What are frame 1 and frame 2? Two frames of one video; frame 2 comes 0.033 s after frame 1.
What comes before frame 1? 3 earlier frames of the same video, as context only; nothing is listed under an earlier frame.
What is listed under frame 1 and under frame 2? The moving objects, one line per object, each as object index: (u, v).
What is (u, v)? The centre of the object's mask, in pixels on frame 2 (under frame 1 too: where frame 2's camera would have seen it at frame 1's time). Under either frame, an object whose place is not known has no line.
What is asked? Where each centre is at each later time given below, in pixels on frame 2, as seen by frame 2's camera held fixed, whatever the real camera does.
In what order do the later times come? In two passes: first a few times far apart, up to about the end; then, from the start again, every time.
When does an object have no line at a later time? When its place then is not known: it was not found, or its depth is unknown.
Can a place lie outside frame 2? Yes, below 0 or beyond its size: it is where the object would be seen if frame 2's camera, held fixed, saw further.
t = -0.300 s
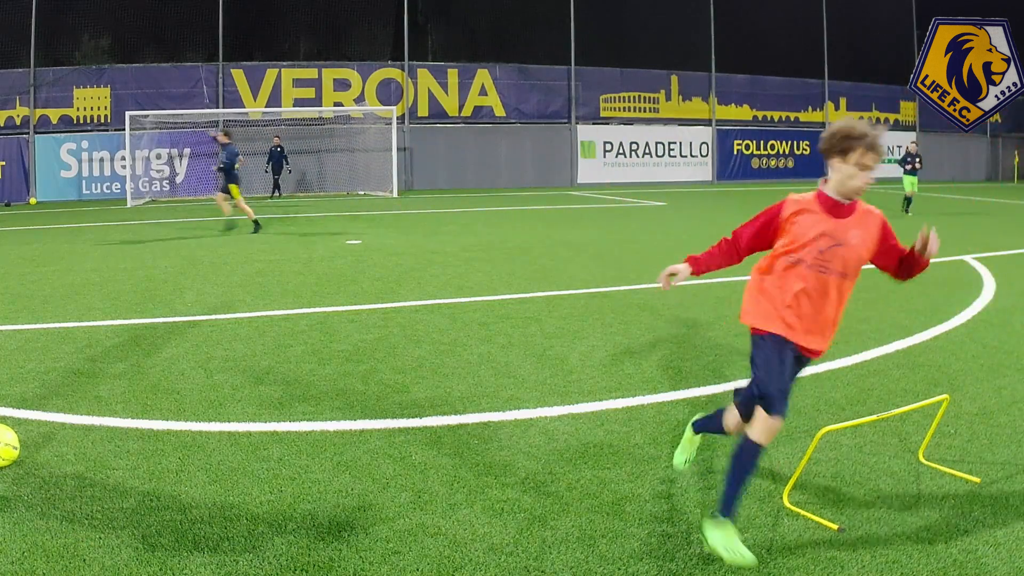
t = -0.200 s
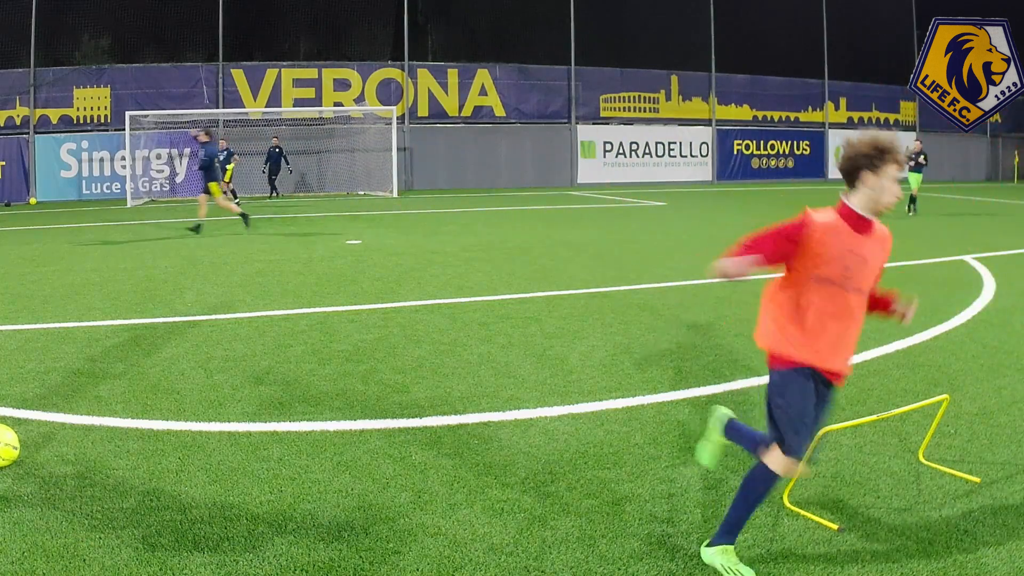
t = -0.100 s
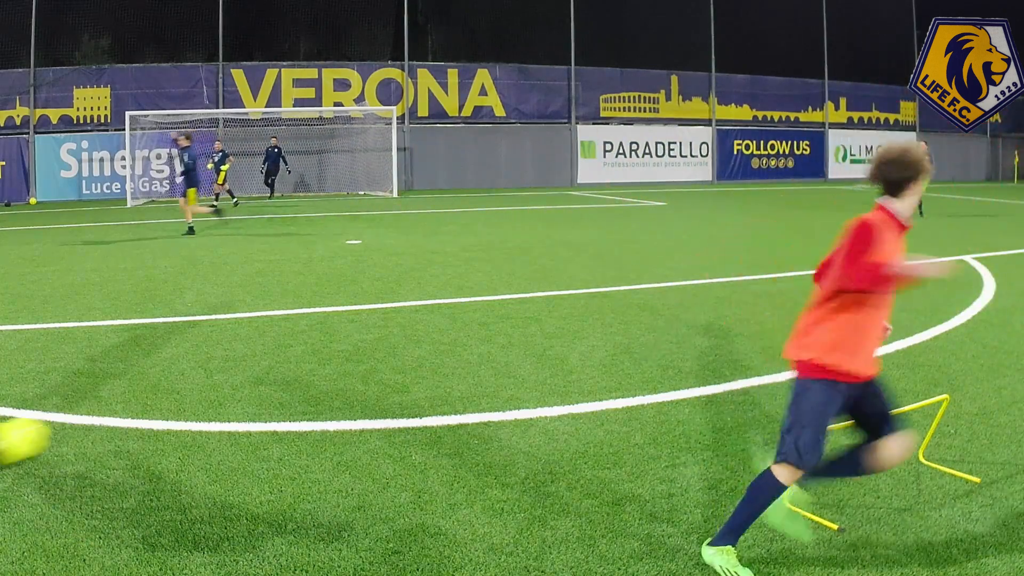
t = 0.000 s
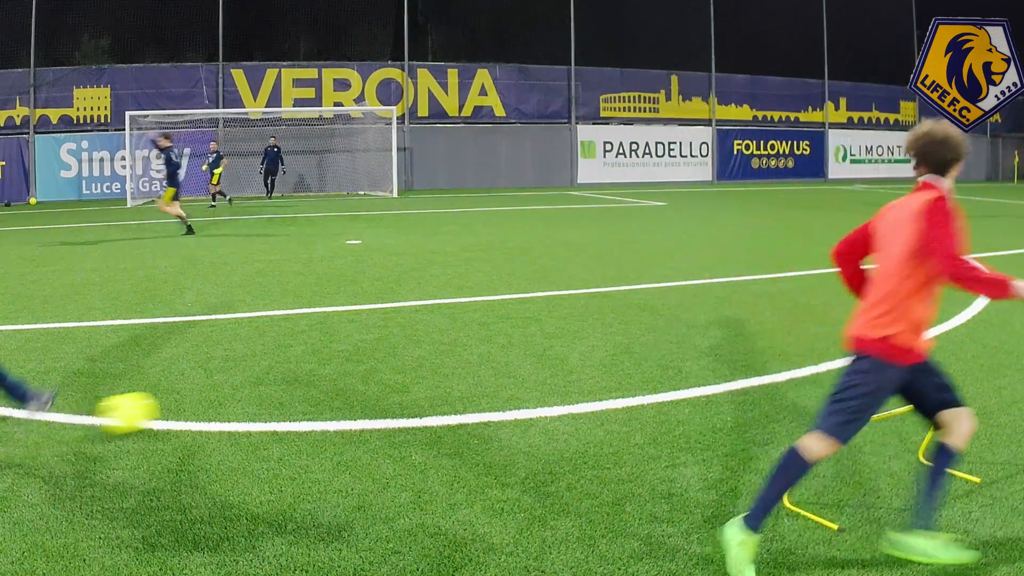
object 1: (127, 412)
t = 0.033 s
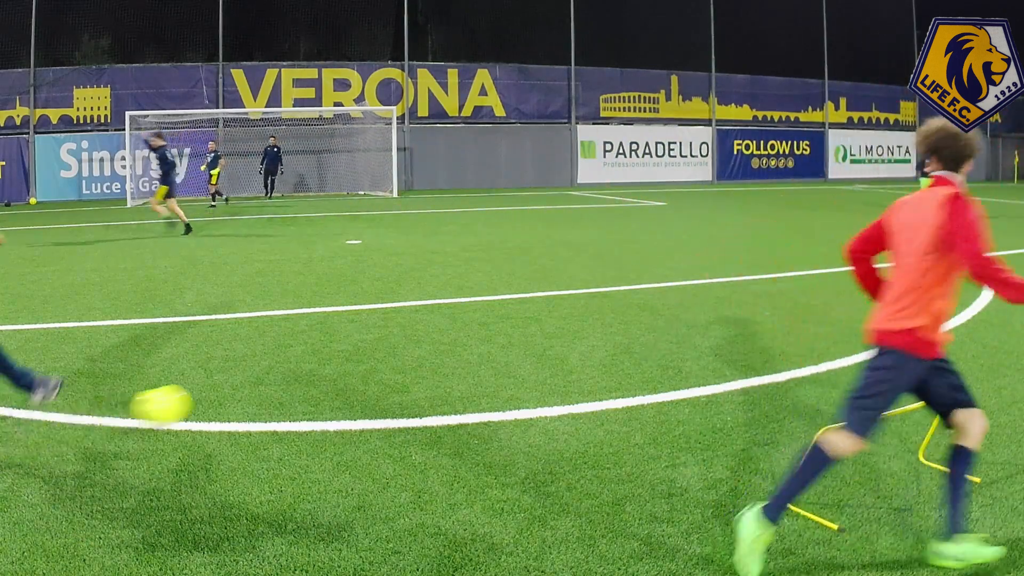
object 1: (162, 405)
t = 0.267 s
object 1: (337, 359)
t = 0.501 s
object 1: (448, 330)
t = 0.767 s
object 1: (527, 308)
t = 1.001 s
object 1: (576, 295)
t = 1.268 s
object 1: (621, 282)
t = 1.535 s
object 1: (656, 273)
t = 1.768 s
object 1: (682, 266)
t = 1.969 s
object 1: (700, 261)
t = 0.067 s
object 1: (191, 398)
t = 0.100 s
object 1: (219, 389)
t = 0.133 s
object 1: (246, 382)
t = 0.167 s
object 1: (272, 377)
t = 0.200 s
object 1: (296, 371)
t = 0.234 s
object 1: (317, 365)
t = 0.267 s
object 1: (337, 359)
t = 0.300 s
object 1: (357, 354)
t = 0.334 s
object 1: (375, 350)
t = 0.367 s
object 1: (392, 345)
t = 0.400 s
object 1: (407, 340)
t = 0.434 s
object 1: (421, 336)
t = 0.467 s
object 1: (435, 333)
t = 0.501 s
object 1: (448, 330)
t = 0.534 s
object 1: (460, 327)
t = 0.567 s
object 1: (471, 323)
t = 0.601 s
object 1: (482, 320)
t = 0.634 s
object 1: (492, 318)
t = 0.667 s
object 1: (501, 315)
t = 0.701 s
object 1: (510, 312)
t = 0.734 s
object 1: (519, 310)
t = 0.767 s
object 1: (527, 308)
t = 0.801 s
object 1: (535, 306)
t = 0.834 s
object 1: (542, 304)
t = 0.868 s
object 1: (549, 302)
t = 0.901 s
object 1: (556, 300)
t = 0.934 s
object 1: (563, 298)
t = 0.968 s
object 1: (570, 296)
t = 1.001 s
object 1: (576, 295)
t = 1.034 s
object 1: (582, 294)
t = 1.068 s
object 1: (588, 292)
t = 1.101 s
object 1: (594, 289)
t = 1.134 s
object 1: (600, 287)
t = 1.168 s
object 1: (605, 286)
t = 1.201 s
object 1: (610, 286)
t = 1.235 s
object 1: (615, 284)
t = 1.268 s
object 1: (621, 282)
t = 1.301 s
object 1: (626, 280)
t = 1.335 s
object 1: (630, 279)
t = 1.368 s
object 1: (635, 278)
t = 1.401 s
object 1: (640, 277)
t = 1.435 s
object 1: (644, 275)
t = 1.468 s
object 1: (648, 275)
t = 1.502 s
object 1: (652, 274)
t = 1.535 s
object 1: (656, 273)
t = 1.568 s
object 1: (660, 271)
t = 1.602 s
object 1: (664, 270)
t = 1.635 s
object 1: (667, 270)
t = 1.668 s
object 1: (671, 269)
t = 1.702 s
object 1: (675, 268)
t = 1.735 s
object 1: (678, 267)
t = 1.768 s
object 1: (682, 266)
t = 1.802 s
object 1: (685, 265)
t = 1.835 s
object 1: (688, 264)
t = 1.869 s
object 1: (691, 264)
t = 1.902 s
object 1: (694, 263)
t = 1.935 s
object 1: (698, 262)
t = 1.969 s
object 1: (700, 261)
